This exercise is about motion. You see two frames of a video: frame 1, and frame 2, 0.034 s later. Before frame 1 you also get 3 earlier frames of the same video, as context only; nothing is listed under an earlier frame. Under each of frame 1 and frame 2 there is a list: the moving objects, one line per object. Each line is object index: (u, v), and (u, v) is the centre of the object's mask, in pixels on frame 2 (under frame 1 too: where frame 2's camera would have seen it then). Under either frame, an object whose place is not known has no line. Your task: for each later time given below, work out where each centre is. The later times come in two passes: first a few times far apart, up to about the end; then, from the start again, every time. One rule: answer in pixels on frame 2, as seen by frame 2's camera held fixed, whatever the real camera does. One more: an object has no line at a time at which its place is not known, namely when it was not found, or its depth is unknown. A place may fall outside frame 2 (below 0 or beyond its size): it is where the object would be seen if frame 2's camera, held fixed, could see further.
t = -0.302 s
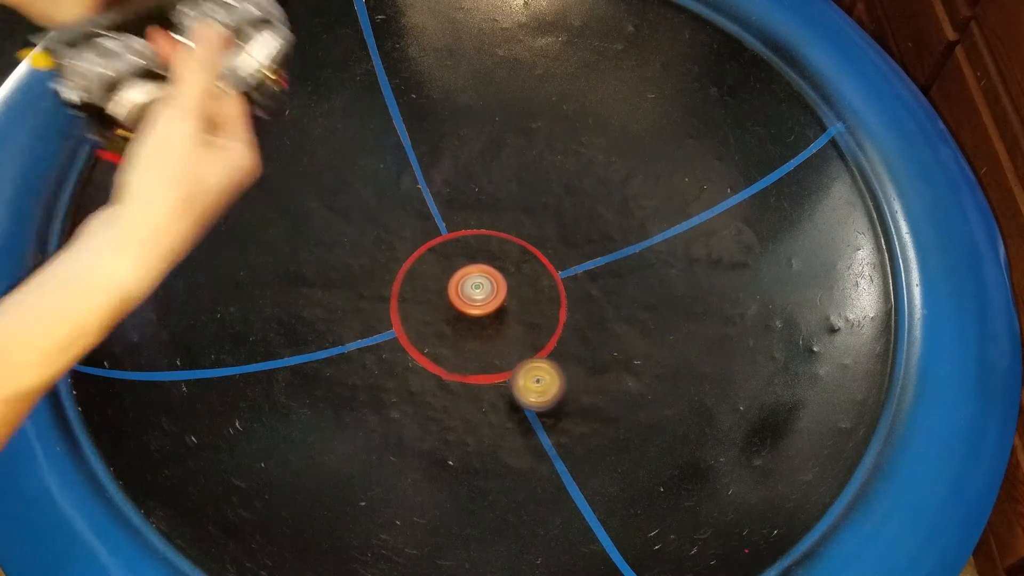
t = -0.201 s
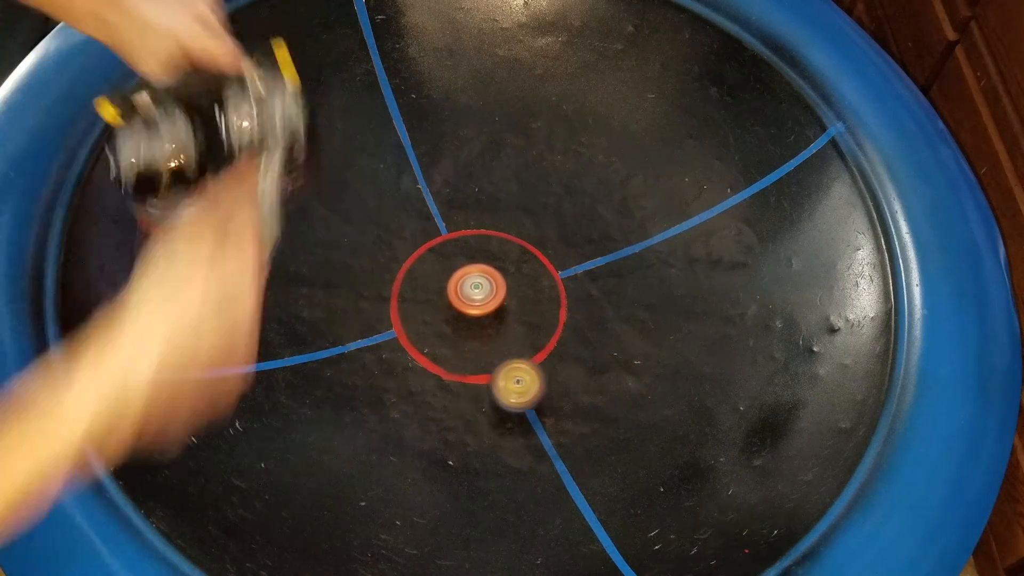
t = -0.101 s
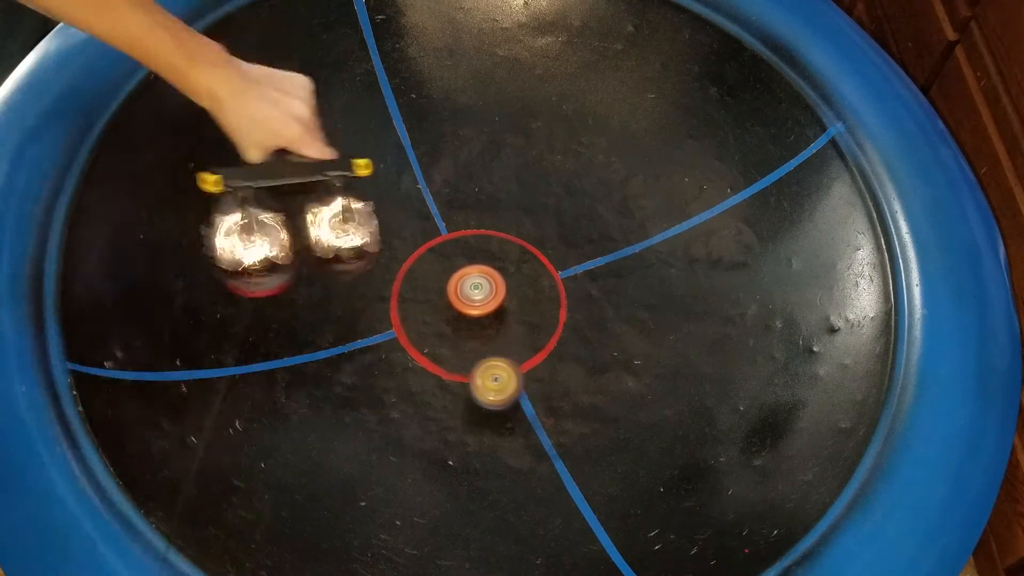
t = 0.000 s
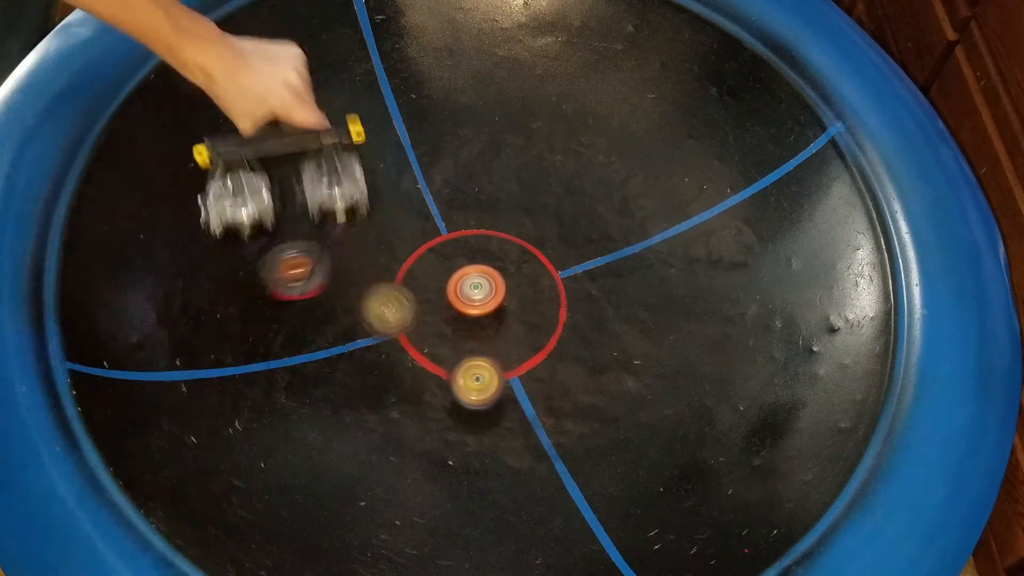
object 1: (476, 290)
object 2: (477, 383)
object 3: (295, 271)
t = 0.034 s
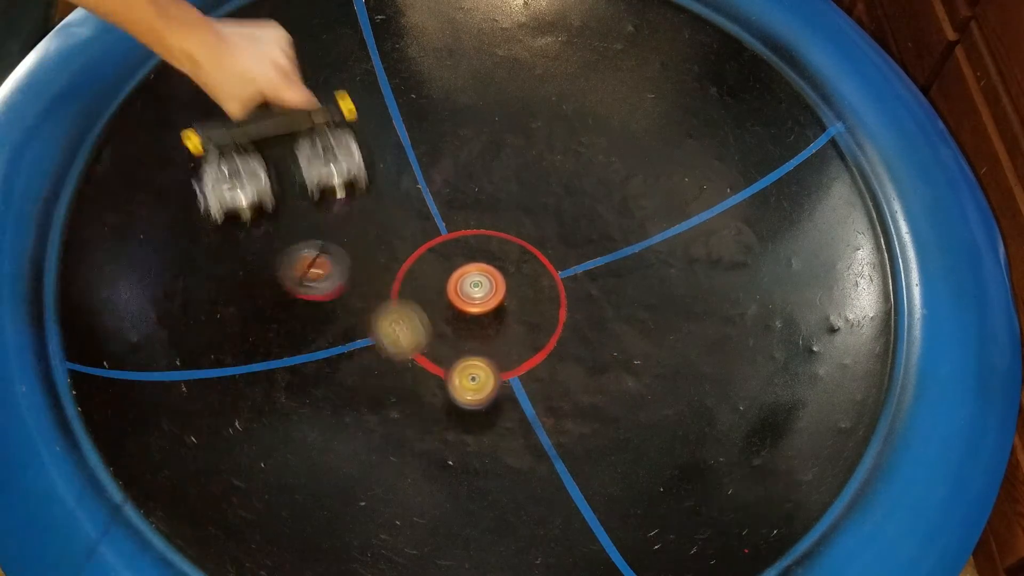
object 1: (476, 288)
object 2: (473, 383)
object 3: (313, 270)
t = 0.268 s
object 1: (484, 283)
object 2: (445, 400)
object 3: (436, 338)
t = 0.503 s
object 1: (512, 291)
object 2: (408, 481)
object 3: (375, 381)
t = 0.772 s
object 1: (516, 281)
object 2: (389, 557)
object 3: (327, 330)
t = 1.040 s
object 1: (543, 321)
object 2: (412, 430)
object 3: (364, 363)
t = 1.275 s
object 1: (581, 353)
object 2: (493, 365)
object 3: (319, 343)
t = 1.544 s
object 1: (657, 327)
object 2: (595, 416)
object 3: (325, 451)
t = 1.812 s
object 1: (649, 278)
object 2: (637, 446)
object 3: (499, 405)
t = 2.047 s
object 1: (611, 242)
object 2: (645, 439)
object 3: (468, 271)
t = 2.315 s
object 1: (592, 248)
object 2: (639, 414)
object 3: (378, 177)
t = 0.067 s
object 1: (476, 290)
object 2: (469, 383)
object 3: (335, 277)
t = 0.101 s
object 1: (476, 290)
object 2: (470, 381)
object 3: (357, 291)
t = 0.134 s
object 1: (477, 290)
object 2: (461, 382)
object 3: (378, 304)
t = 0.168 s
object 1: (476, 290)
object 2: (455, 384)
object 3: (398, 306)
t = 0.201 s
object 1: (475, 289)
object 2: (451, 384)
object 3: (422, 317)
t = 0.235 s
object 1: (477, 289)
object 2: (447, 390)
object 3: (437, 327)
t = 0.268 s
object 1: (484, 283)
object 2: (445, 400)
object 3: (436, 338)
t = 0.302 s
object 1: (489, 279)
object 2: (440, 414)
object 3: (428, 344)
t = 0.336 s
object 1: (493, 282)
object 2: (435, 428)
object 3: (420, 352)
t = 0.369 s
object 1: (498, 284)
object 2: (429, 439)
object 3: (409, 359)
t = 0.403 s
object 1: (503, 287)
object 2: (423, 444)
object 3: (398, 368)
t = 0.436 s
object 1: (507, 289)
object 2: (415, 447)
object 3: (389, 380)
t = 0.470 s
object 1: (510, 290)
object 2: (408, 450)
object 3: (383, 391)
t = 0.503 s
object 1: (512, 291)
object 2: (408, 481)
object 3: (375, 381)
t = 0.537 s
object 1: (513, 290)
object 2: (409, 514)
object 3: (368, 366)
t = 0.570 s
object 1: (516, 289)
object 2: (407, 539)
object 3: (359, 351)
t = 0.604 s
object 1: (517, 288)
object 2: (405, 551)
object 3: (350, 339)
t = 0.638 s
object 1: (517, 286)
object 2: (402, 556)
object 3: (342, 330)
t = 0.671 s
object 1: (516, 285)
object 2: (399, 560)
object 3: (335, 324)
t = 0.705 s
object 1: (515, 283)
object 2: (395, 561)
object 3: (330, 322)
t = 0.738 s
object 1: (515, 281)
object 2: (392, 560)
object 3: (328, 324)
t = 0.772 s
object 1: (516, 281)
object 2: (389, 557)
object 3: (327, 330)
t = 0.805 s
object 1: (518, 283)
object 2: (387, 551)
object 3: (329, 336)
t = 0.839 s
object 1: (521, 284)
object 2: (387, 542)
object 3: (330, 343)
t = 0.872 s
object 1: (524, 287)
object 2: (387, 525)
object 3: (335, 347)
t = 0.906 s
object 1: (528, 290)
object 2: (389, 506)
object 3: (343, 349)
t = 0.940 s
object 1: (532, 296)
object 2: (393, 486)
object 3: (350, 352)
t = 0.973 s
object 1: (535, 304)
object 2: (398, 466)
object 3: (354, 356)
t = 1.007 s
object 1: (538, 313)
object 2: (405, 448)
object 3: (359, 361)
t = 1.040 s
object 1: (543, 321)
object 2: (412, 430)
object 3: (364, 363)
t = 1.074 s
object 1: (550, 330)
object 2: (420, 416)
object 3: (370, 360)
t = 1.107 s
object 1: (555, 337)
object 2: (429, 402)
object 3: (376, 355)
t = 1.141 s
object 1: (560, 342)
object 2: (438, 391)
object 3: (384, 347)
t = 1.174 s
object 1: (566, 346)
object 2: (450, 381)
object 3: (389, 337)
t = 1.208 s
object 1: (572, 349)
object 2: (463, 373)
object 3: (362, 337)
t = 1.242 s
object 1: (577, 352)
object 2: (477, 368)
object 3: (339, 339)
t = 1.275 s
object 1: (581, 353)
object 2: (493, 365)
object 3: (319, 343)
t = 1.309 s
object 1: (584, 353)
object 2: (512, 365)
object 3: (306, 349)
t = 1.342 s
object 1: (591, 352)
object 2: (531, 369)
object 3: (295, 357)
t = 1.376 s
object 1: (608, 347)
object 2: (543, 379)
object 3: (289, 369)
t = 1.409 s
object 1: (624, 344)
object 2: (555, 389)
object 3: (285, 382)
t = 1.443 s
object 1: (638, 340)
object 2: (567, 399)
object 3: (285, 400)
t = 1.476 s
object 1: (648, 335)
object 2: (575, 404)
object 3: (292, 417)
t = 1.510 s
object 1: (654, 330)
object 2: (584, 410)
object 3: (306, 435)
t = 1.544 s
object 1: (657, 327)
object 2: (595, 416)
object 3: (325, 451)
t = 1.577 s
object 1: (657, 323)
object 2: (607, 422)
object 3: (350, 462)
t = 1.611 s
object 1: (656, 319)
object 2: (617, 430)
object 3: (376, 468)
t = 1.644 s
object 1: (656, 314)
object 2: (624, 434)
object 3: (403, 469)
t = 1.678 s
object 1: (657, 308)
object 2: (628, 438)
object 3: (430, 464)
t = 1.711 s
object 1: (658, 302)
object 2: (631, 441)
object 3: (454, 454)
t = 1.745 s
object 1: (657, 294)
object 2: (634, 443)
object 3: (475, 440)
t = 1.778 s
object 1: (655, 286)
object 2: (636, 445)
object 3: (489, 423)
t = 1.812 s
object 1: (649, 278)
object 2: (637, 446)
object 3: (499, 405)
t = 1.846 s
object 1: (642, 271)
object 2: (638, 446)
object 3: (503, 381)
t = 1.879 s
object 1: (636, 264)
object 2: (639, 445)
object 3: (503, 360)
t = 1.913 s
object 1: (629, 257)
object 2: (640, 445)
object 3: (500, 340)
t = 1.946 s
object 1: (623, 251)
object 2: (642, 444)
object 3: (496, 324)
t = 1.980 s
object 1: (618, 247)
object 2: (643, 442)
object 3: (488, 304)
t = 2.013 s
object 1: (614, 244)
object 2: (644, 441)
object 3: (479, 286)
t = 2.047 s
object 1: (611, 242)
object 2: (645, 439)
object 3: (468, 271)
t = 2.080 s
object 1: (609, 242)
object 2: (645, 437)
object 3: (459, 260)
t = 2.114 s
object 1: (605, 244)
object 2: (645, 435)
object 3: (447, 245)
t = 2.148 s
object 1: (602, 248)
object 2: (645, 433)
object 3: (438, 232)
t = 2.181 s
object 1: (600, 253)
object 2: (645, 430)
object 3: (428, 218)
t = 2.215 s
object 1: (598, 255)
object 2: (644, 426)
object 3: (417, 208)
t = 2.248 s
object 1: (596, 251)
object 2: (643, 423)
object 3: (405, 198)
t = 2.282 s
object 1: (594, 250)
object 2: (641, 419)
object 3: (391, 187)
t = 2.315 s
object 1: (592, 248)
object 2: (639, 414)
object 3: (378, 177)
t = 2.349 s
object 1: (591, 248)
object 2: (637, 410)
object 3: (364, 173)
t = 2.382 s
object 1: (589, 247)
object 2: (642, 416)
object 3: (349, 172)
